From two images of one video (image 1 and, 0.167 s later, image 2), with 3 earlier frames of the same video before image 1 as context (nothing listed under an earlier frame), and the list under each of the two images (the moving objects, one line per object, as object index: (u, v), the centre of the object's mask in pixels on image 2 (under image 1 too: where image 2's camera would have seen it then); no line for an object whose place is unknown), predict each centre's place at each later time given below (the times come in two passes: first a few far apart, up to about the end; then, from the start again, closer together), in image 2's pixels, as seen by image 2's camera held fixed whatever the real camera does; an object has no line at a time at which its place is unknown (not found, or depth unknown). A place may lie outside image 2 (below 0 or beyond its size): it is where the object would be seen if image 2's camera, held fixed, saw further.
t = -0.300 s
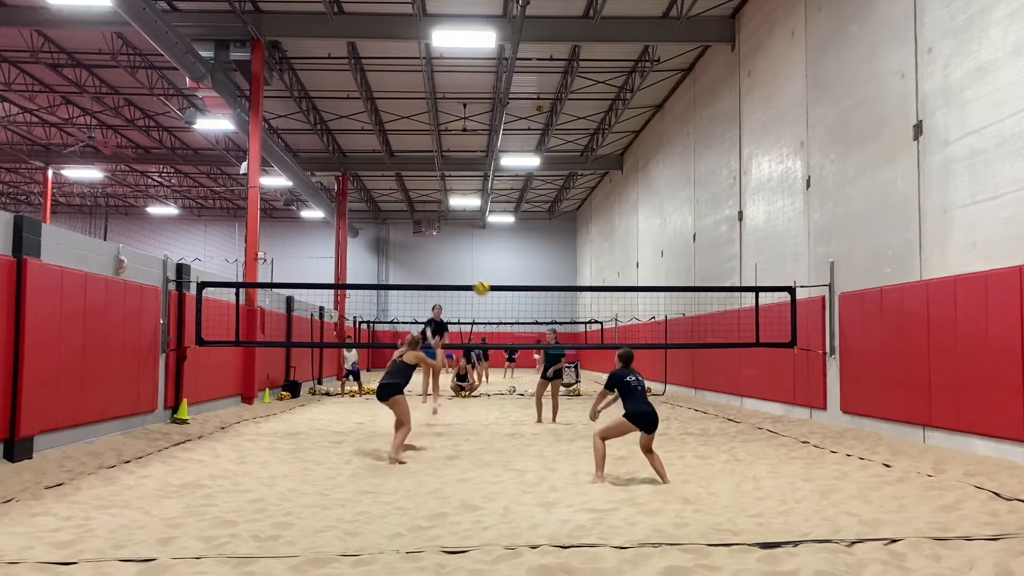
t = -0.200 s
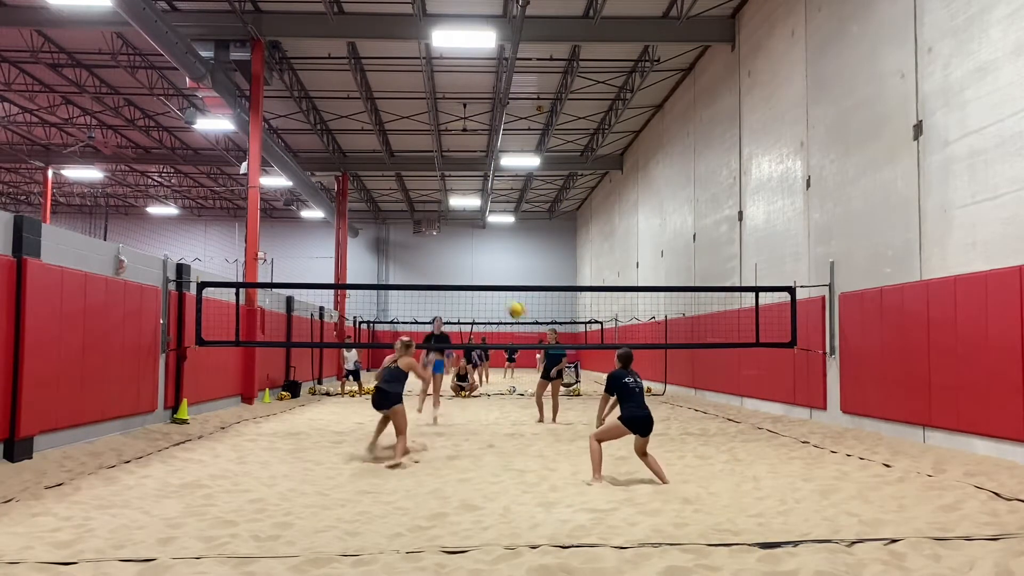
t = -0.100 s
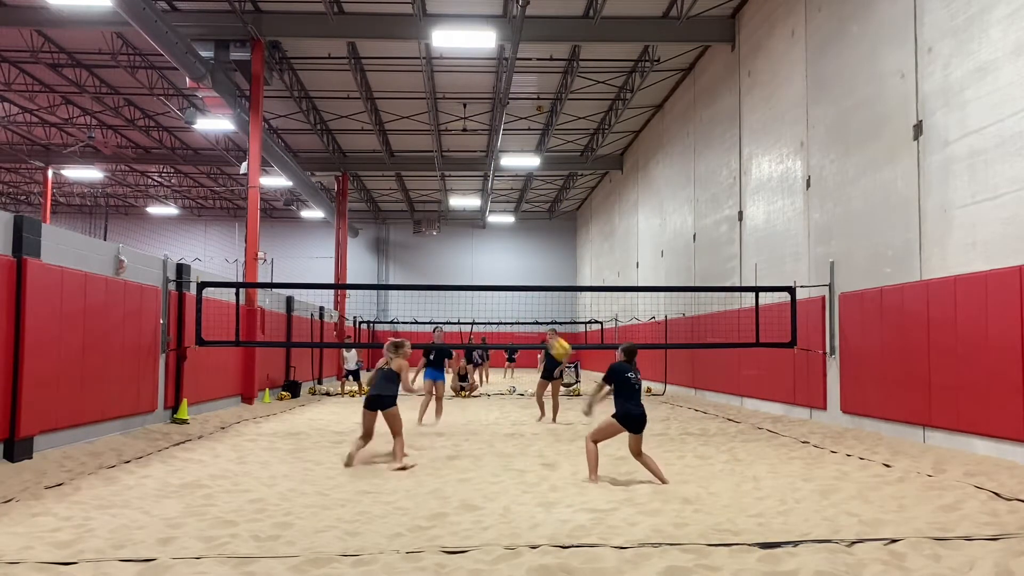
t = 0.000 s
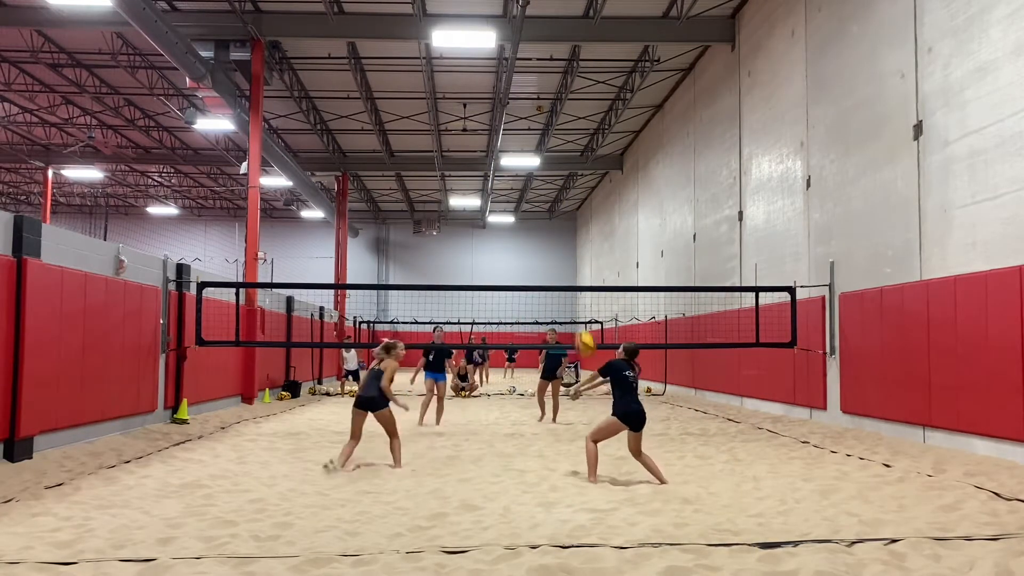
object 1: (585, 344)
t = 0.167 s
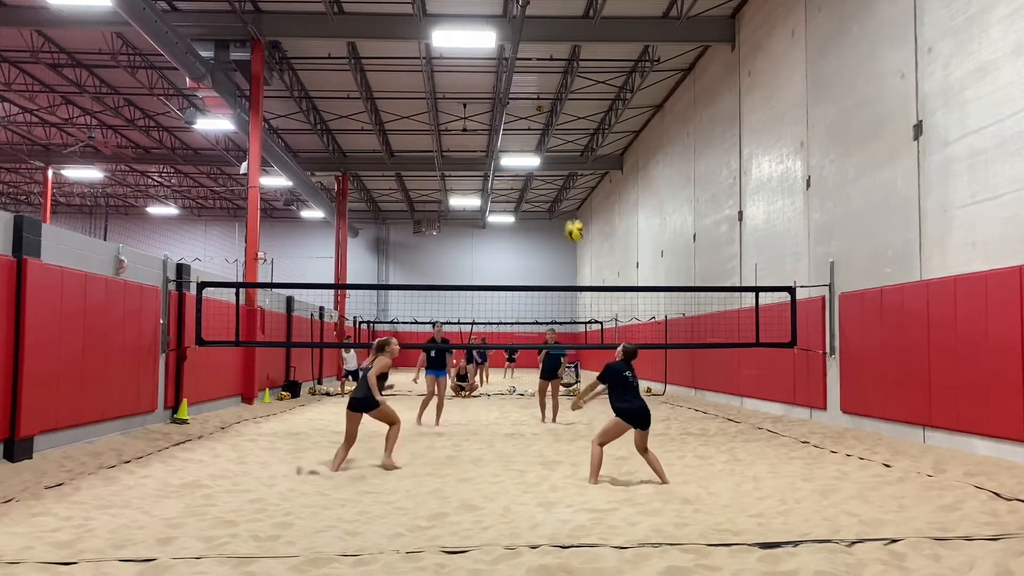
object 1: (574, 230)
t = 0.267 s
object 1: (568, 180)
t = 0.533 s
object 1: (559, 98)
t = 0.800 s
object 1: (550, 78)
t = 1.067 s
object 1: (544, 110)
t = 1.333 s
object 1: (537, 188)
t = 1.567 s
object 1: (531, 290)
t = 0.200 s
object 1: (572, 212)
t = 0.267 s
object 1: (568, 180)
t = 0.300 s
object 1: (567, 166)
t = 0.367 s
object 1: (564, 142)
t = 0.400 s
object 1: (563, 131)
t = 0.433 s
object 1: (562, 120)
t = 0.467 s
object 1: (561, 113)
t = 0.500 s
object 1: (560, 105)
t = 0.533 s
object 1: (559, 98)
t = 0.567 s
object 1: (558, 92)
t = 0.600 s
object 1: (557, 88)
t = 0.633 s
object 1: (556, 84)
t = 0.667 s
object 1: (555, 81)
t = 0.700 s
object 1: (554, 78)
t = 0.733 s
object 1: (553, 78)
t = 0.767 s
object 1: (552, 78)
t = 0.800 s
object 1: (550, 78)
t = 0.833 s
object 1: (550, 79)
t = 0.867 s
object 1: (549, 80)
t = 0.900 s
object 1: (548, 84)
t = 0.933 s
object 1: (547, 88)
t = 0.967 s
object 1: (546, 93)
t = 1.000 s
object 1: (546, 98)
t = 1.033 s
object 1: (545, 104)
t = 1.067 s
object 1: (544, 110)
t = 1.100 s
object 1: (543, 117)
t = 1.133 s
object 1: (542, 126)
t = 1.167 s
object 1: (542, 136)
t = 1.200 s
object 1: (540, 145)
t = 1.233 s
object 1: (540, 154)
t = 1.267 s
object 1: (540, 165)
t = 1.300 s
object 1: (538, 177)
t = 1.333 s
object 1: (537, 188)
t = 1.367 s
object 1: (537, 201)
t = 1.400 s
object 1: (536, 214)
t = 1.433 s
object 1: (536, 228)
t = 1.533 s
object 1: (532, 274)
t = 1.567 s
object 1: (531, 290)
